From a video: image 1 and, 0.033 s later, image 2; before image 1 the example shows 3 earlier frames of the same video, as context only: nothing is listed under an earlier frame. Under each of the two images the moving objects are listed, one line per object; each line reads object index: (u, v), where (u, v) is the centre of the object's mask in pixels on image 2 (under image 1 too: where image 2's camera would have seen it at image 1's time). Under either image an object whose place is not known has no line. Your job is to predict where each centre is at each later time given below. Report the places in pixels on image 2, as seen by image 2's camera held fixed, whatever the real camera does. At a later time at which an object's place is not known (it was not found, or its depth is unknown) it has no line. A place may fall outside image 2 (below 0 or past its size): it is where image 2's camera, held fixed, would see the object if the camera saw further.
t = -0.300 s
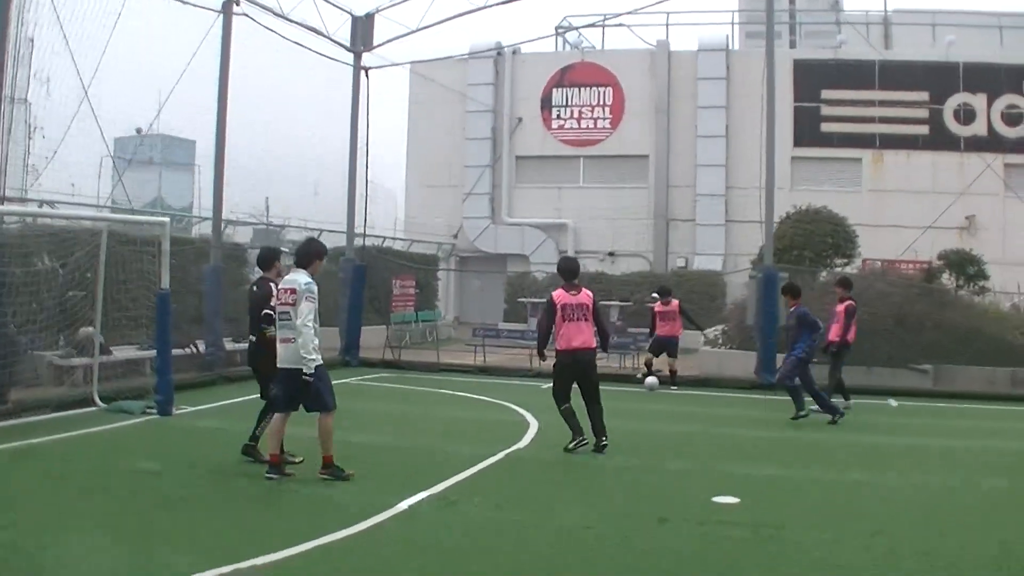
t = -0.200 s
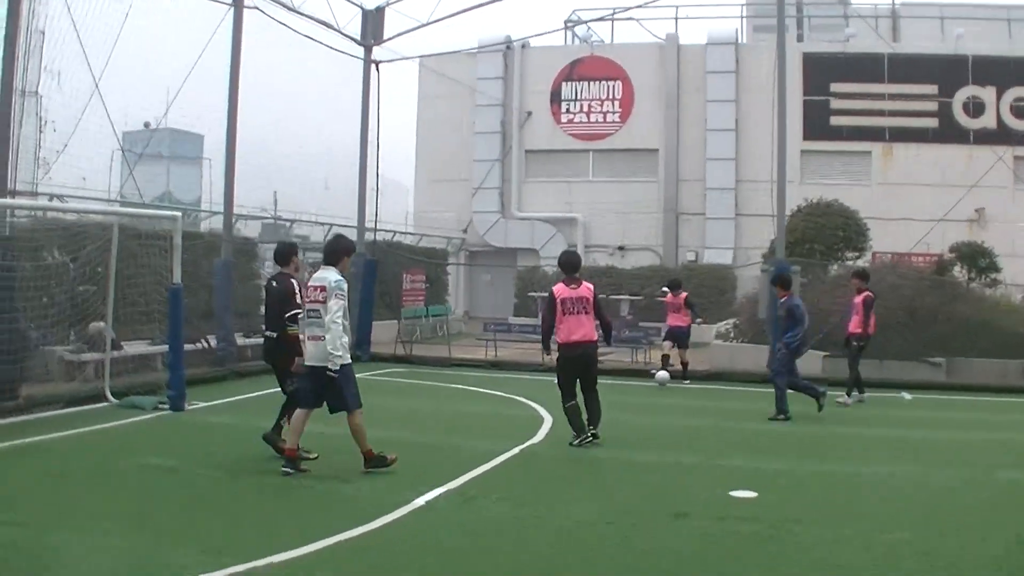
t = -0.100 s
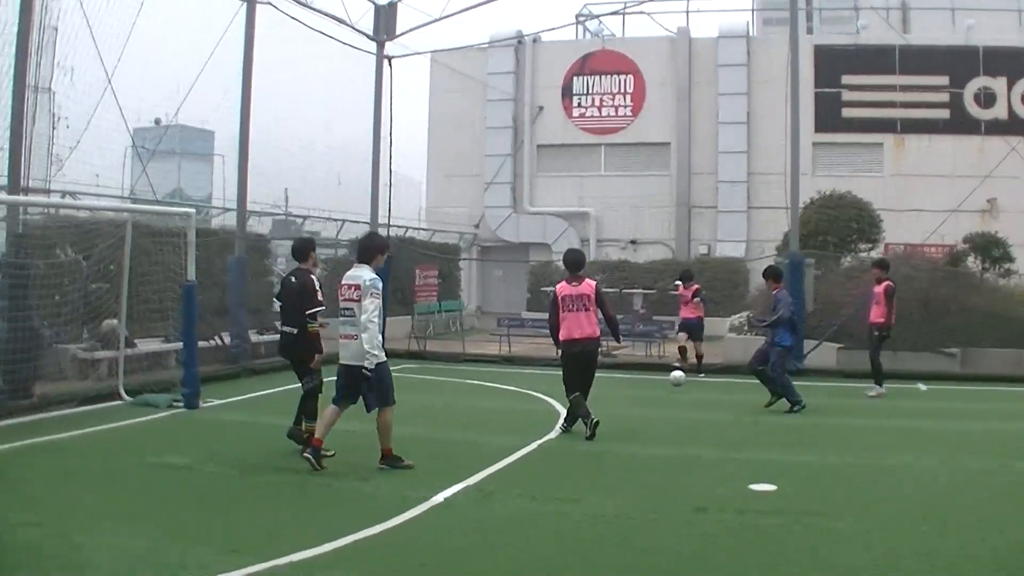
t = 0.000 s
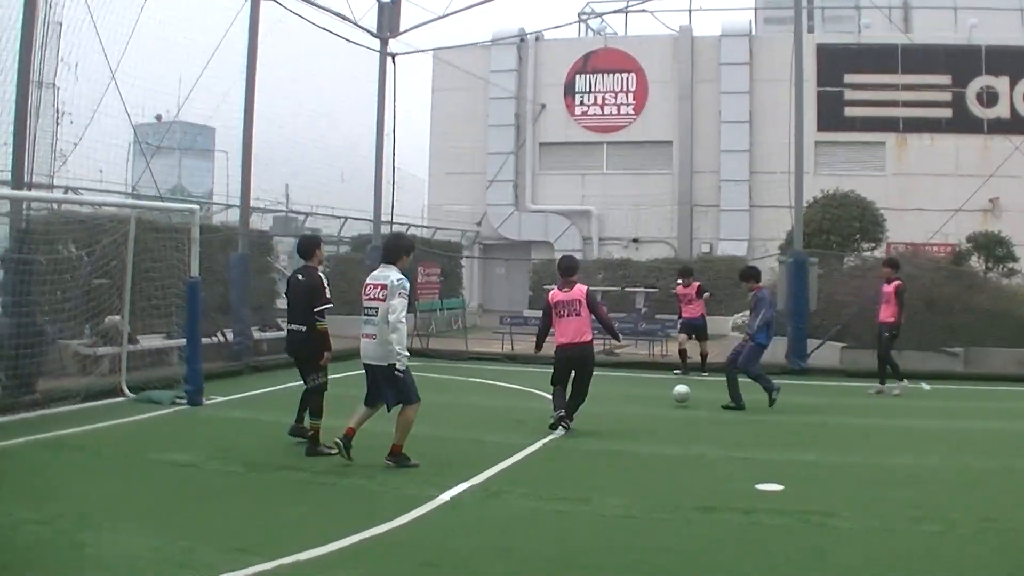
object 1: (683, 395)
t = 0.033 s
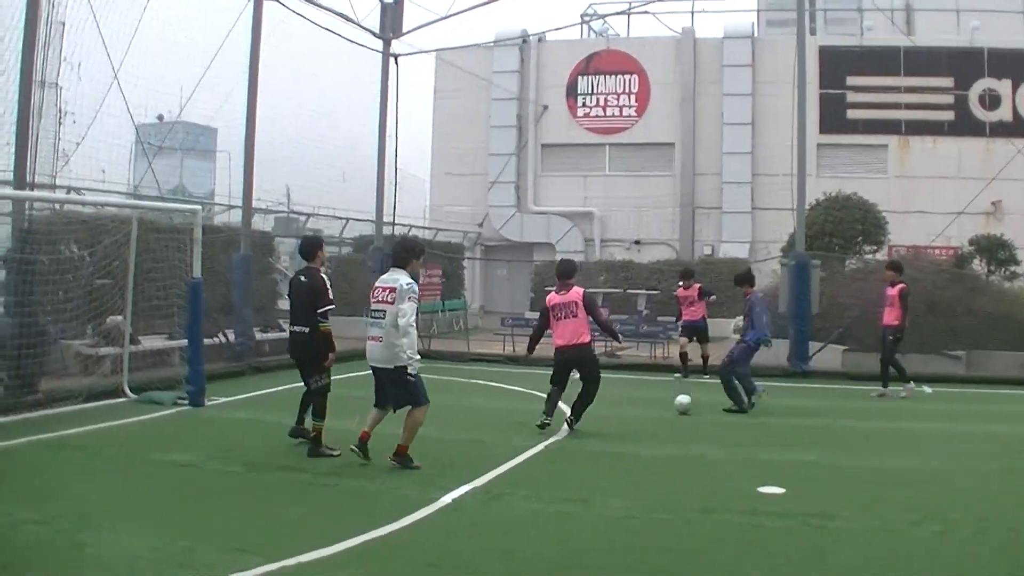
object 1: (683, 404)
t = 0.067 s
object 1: (684, 411)
